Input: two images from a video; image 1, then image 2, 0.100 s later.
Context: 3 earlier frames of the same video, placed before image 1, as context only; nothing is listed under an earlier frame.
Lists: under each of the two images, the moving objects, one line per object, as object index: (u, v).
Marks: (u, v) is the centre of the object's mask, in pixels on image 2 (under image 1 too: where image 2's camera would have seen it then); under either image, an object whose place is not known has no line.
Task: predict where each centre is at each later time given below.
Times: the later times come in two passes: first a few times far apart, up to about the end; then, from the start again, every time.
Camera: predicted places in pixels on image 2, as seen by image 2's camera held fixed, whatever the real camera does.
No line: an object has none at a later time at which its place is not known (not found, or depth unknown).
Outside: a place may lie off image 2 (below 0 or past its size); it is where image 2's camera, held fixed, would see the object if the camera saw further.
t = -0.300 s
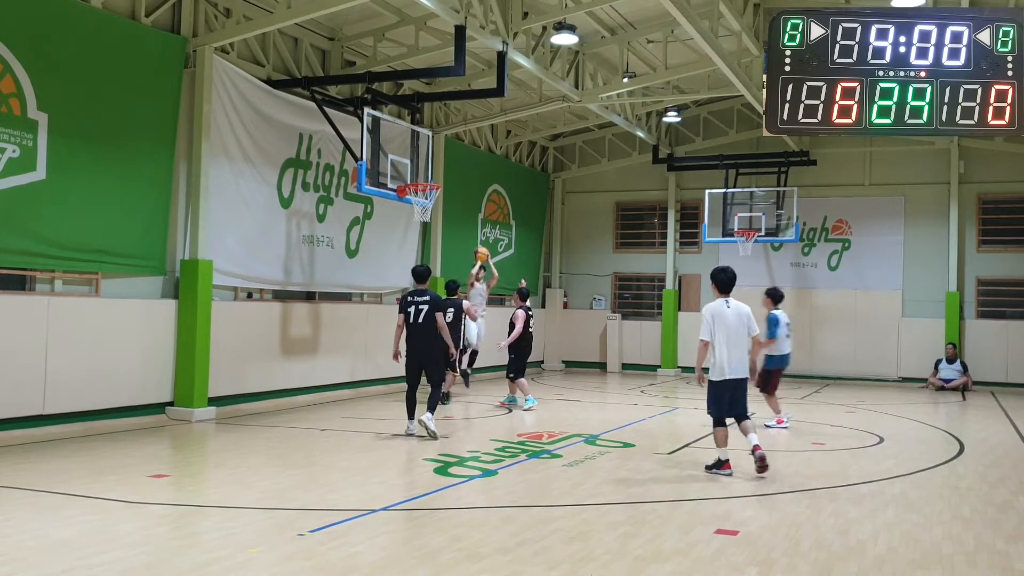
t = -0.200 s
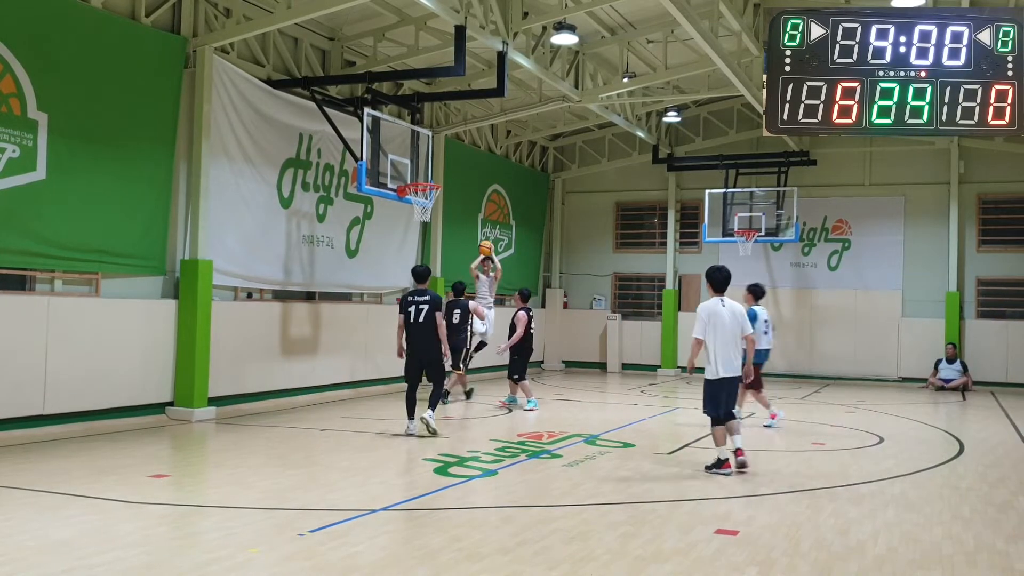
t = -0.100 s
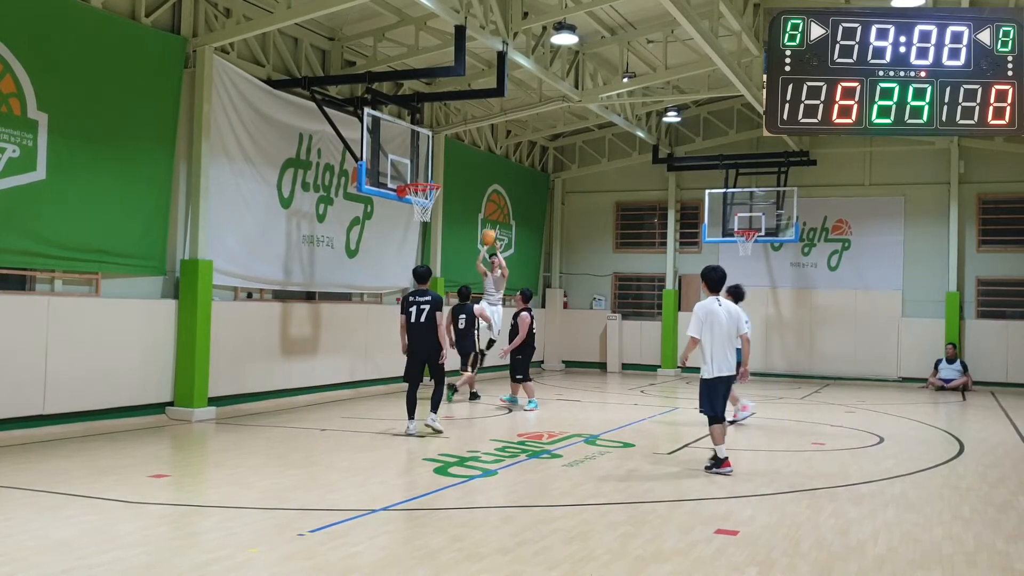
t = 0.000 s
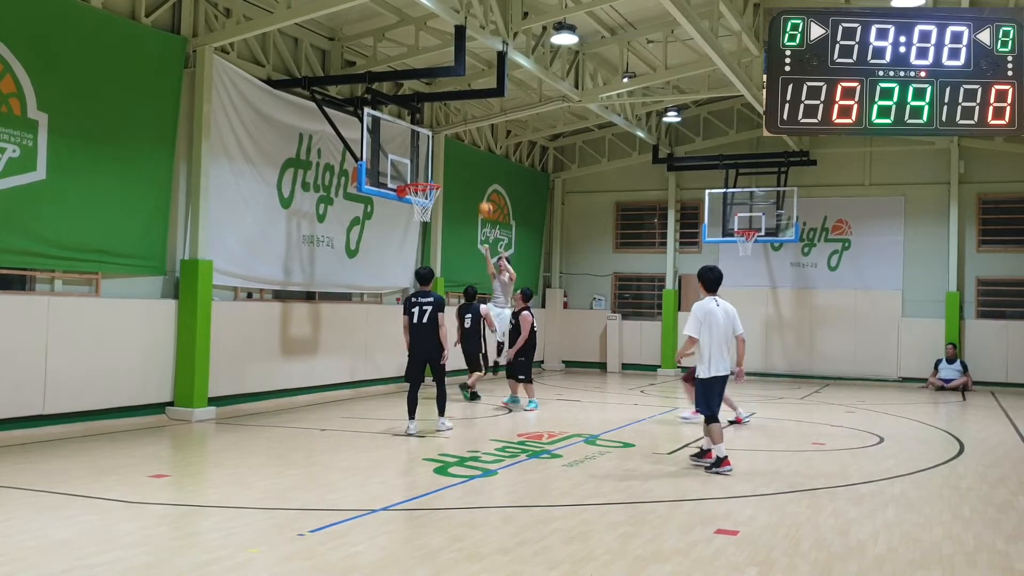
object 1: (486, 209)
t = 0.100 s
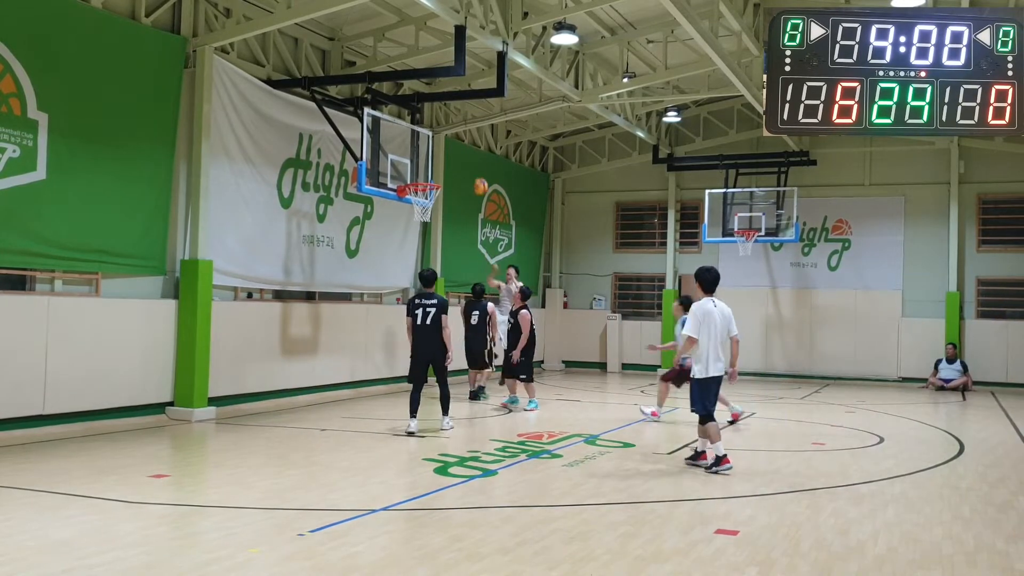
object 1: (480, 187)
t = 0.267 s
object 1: (472, 159)
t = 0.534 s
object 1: (455, 151)
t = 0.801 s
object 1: (441, 191)
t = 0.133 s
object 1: (479, 180)
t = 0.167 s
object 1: (477, 173)
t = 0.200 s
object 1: (475, 167)
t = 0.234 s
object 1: (473, 163)
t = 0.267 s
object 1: (472, 159)
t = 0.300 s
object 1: (469, 156)
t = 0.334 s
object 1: (467, 153)
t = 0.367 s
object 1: (465, 151)
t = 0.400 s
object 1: (464, 149)
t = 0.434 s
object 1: (461, 149)
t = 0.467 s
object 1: (460, 149)
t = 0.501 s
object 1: (458, 149)
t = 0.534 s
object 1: (455, 151)
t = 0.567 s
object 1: (453, 154)
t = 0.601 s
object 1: (451, 156)
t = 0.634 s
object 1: (448, 160)
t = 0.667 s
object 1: (446, 165)
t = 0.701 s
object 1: (443, 170)
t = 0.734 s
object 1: (441, 176)
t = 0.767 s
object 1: (439, 181)
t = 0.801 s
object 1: (441, 191)
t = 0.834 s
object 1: (438, 200)
